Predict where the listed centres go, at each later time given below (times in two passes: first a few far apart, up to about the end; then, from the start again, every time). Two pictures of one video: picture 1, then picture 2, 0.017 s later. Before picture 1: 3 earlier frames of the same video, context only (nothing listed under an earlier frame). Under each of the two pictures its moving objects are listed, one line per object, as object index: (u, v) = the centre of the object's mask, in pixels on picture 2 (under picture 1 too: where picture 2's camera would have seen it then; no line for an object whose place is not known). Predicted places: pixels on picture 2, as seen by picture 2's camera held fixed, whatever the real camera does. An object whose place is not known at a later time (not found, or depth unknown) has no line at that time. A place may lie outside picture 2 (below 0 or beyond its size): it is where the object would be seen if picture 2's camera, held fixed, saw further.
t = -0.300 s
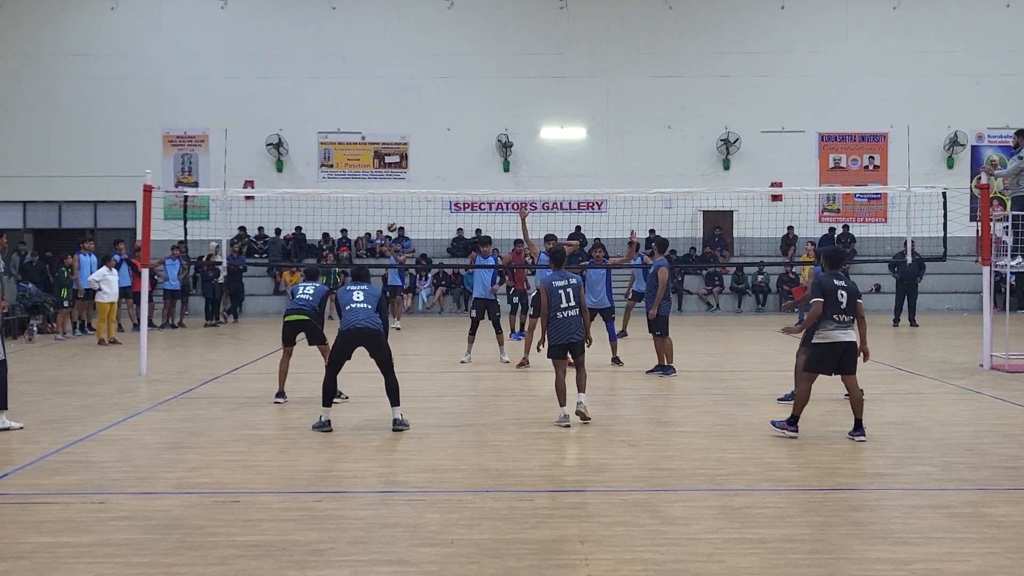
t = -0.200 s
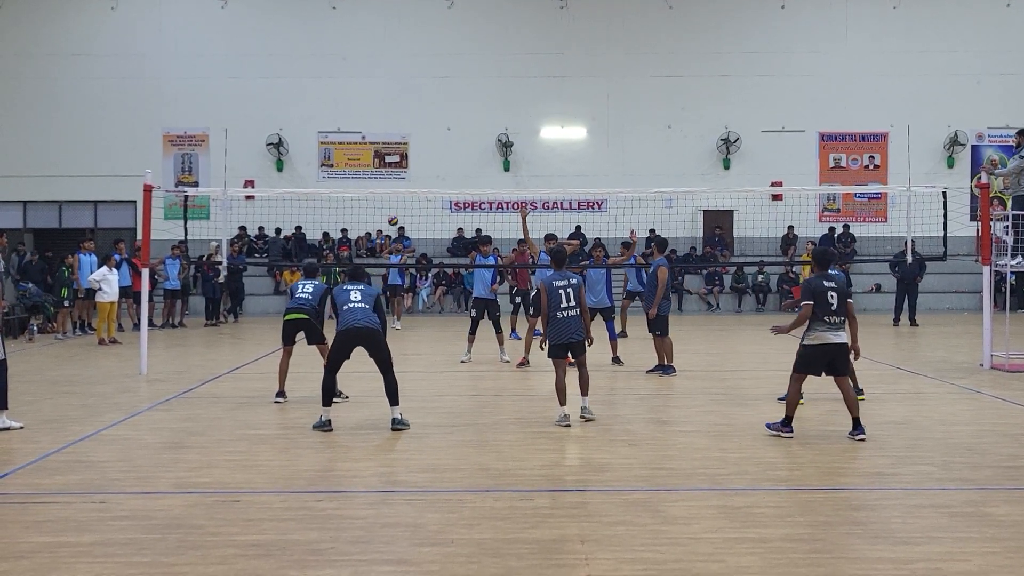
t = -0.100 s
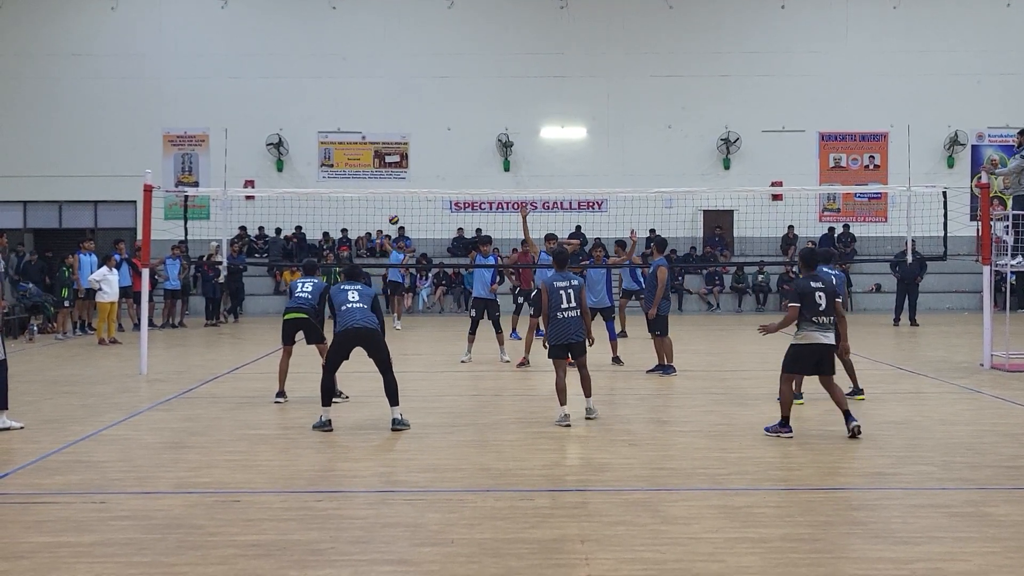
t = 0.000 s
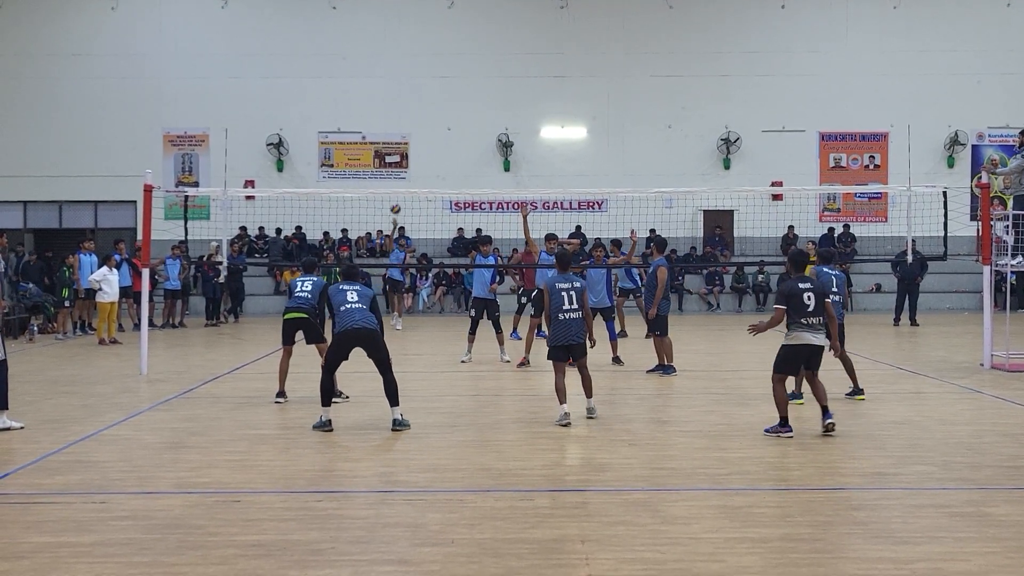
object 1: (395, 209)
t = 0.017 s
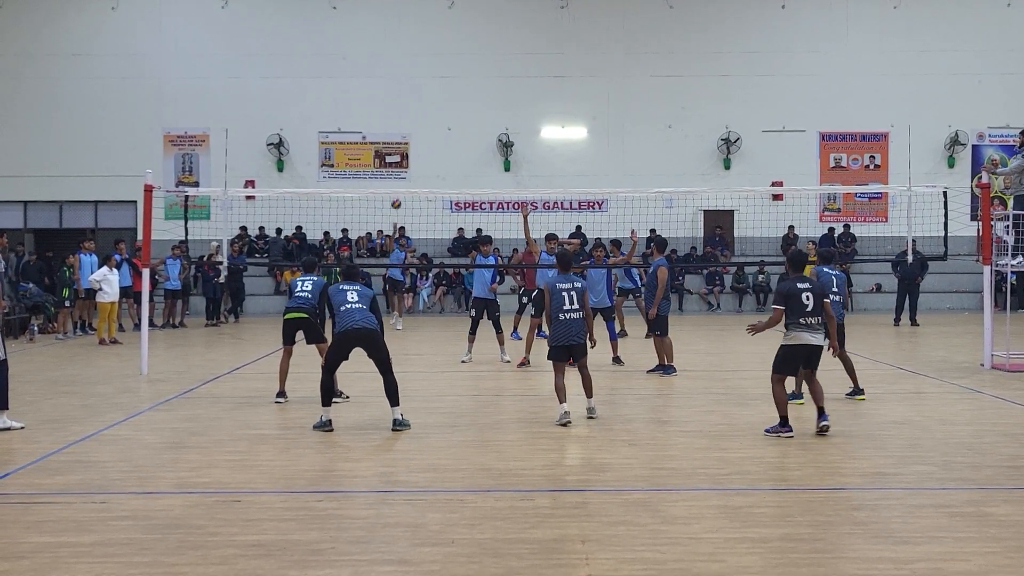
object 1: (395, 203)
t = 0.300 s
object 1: (407, 130)
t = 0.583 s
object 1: (438, 88)
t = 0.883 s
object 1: (491, 96)
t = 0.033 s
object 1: (396, 199)
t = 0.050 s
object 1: (397, 197)
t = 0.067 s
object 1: (397, 186)
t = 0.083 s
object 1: (396, 183)
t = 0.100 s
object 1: (397, 179)
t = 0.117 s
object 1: (399, 175)
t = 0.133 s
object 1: (399, 169)
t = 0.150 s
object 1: (400, 165)
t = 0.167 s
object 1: (403, 160)
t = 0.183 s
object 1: (402, 156)
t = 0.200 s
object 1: (404, 154)
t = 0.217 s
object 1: (403, 147)
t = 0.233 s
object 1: (403, 144)
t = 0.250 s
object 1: (404, 141)
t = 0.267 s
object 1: (405, 137)
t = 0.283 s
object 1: (406, 134)
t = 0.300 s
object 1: (407, 130)
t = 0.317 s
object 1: (408, 127)
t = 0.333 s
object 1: (409, 123)
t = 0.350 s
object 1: (411, 120)
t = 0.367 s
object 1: (412, 117)
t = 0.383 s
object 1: (414, 114)
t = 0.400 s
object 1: (415, 111)
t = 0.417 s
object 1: (417, 109)
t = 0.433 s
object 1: (419, 106)
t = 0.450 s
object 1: (421, 104)
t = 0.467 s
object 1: (423, 101)
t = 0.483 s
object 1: (425, 99)
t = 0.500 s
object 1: (427, 97)
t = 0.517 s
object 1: (429, 95)
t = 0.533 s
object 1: (431, 93)
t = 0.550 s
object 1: (433, 92)
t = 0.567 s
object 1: (436, 90)
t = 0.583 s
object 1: (438, 88)
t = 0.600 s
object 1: (441, 87)
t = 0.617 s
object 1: (442, 86)
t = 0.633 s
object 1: (445, 85)
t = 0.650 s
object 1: (448, 85)
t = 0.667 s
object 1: (451, 85)
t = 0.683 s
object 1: (453, 85)
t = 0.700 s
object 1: (456, 85)
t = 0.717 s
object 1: (459, 85)
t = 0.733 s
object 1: (462, 85)
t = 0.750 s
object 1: (465, 85)
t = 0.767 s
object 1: (468, 86)
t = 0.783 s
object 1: (471, 87)
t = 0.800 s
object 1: (474, 88)
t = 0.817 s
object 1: (478, 89)
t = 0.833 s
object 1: (481, 91)
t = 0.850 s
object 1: (484, 92)
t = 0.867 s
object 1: (487, 94)
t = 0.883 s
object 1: (491, 96)
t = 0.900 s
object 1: (494, 99)
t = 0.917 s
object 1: (498, 101)
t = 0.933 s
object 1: (501, 104)
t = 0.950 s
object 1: (505, 107)
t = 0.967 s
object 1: (509, 110)
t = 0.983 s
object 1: (513, 113)
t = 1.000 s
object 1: (516, 117)
